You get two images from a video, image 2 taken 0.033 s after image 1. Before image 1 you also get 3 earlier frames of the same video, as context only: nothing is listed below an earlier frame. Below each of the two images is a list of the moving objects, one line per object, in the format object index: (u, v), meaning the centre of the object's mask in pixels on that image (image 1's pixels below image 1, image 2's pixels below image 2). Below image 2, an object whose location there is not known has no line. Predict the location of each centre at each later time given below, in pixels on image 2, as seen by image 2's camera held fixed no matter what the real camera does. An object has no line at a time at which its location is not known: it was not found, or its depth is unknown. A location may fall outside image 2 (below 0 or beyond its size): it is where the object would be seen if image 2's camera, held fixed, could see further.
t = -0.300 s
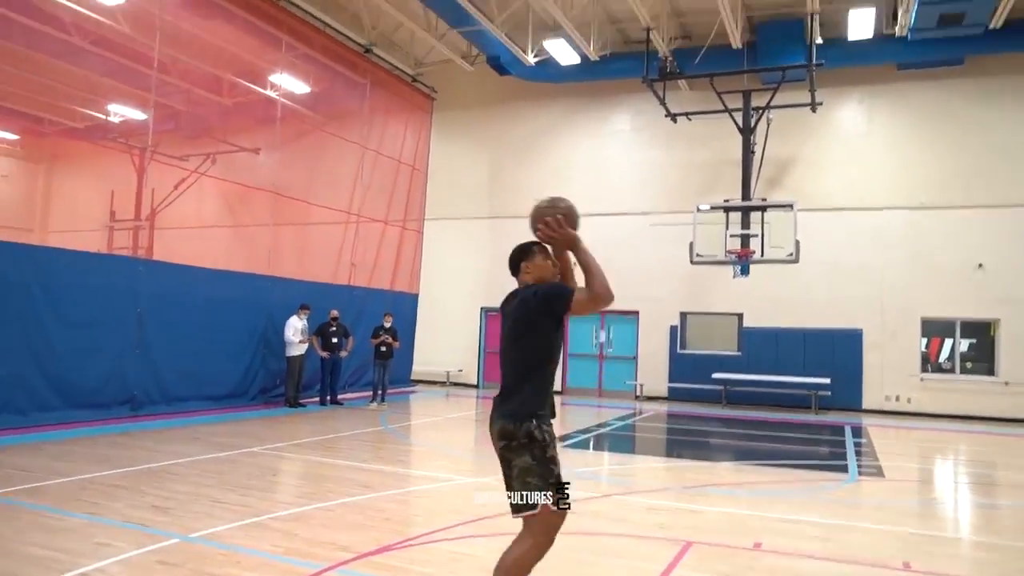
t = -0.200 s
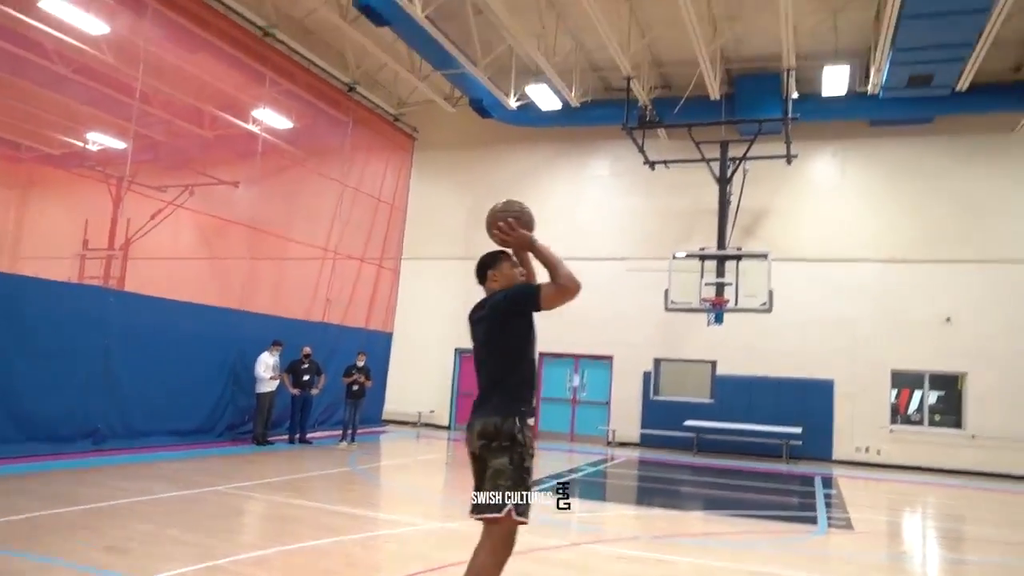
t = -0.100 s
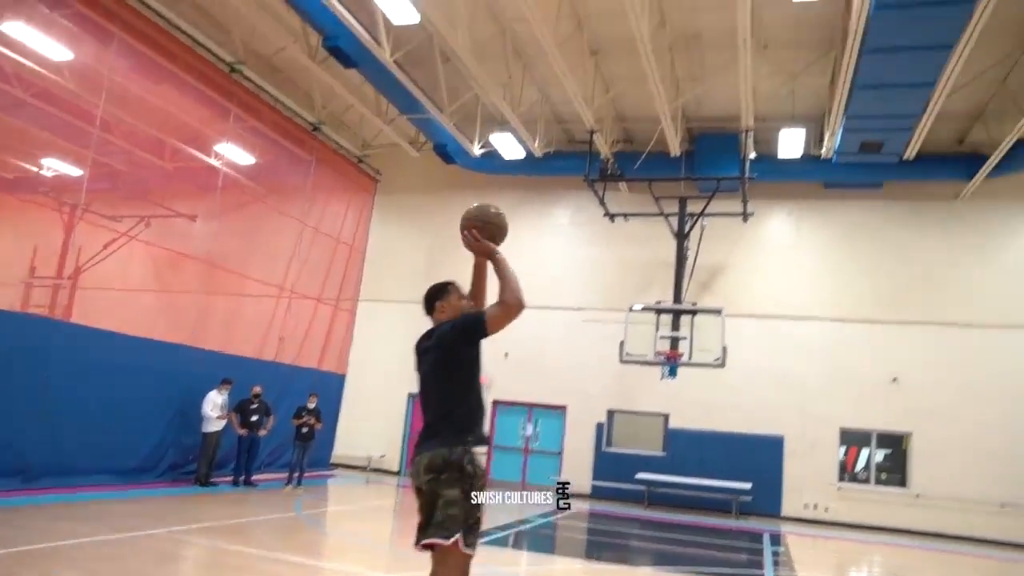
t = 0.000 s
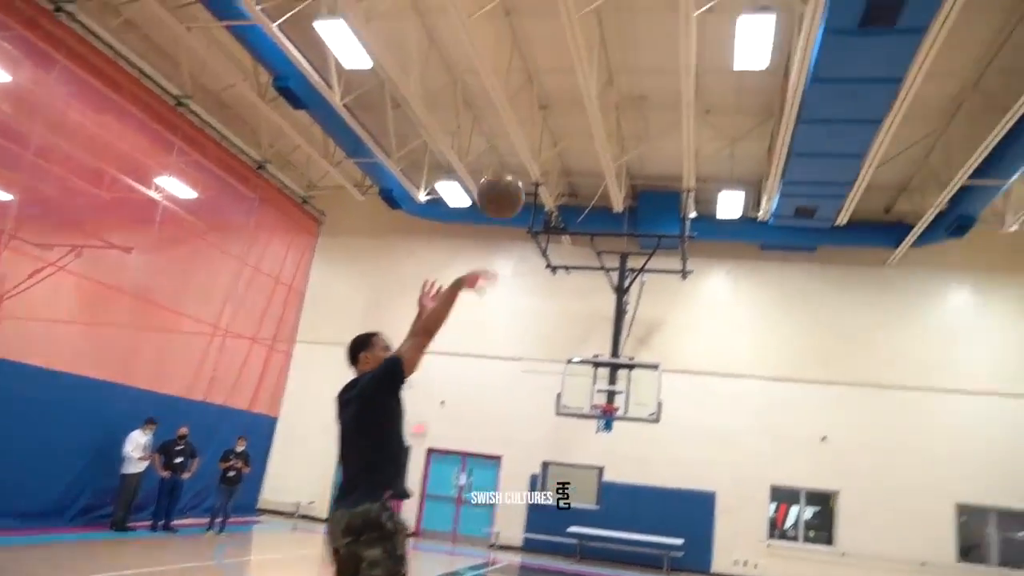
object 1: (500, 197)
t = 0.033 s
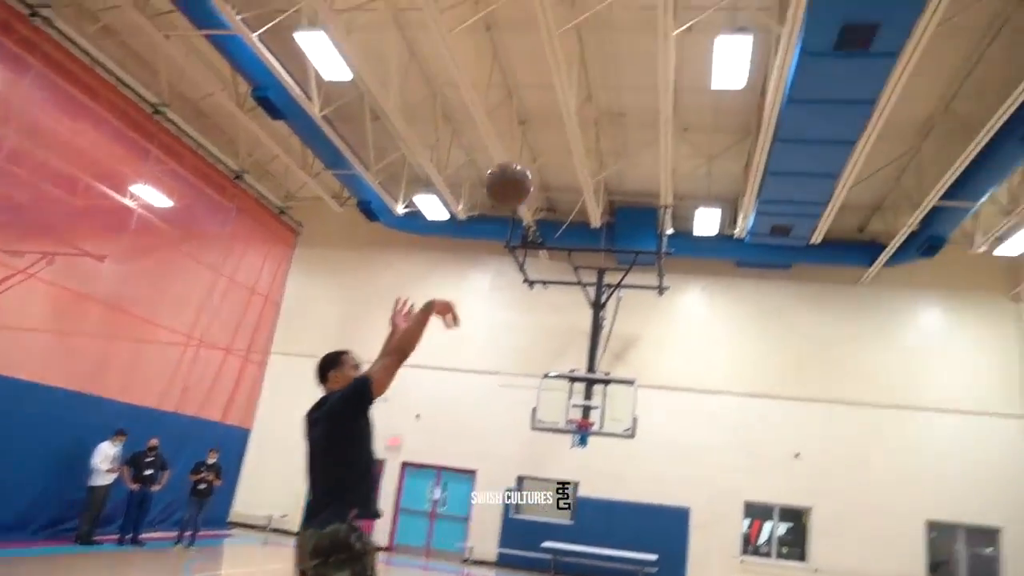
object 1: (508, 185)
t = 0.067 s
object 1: (540, 161)
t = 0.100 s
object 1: (573, 139)
